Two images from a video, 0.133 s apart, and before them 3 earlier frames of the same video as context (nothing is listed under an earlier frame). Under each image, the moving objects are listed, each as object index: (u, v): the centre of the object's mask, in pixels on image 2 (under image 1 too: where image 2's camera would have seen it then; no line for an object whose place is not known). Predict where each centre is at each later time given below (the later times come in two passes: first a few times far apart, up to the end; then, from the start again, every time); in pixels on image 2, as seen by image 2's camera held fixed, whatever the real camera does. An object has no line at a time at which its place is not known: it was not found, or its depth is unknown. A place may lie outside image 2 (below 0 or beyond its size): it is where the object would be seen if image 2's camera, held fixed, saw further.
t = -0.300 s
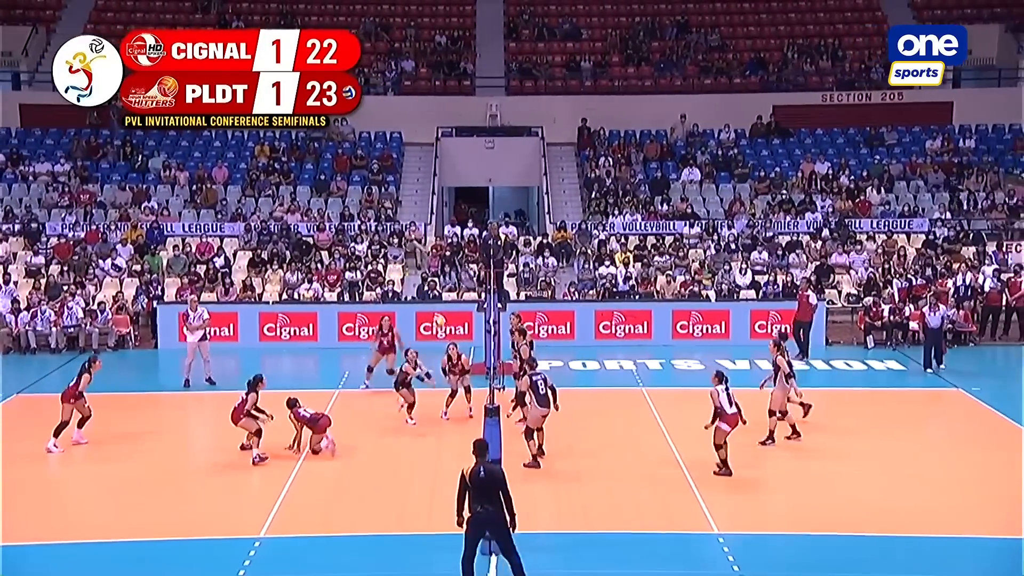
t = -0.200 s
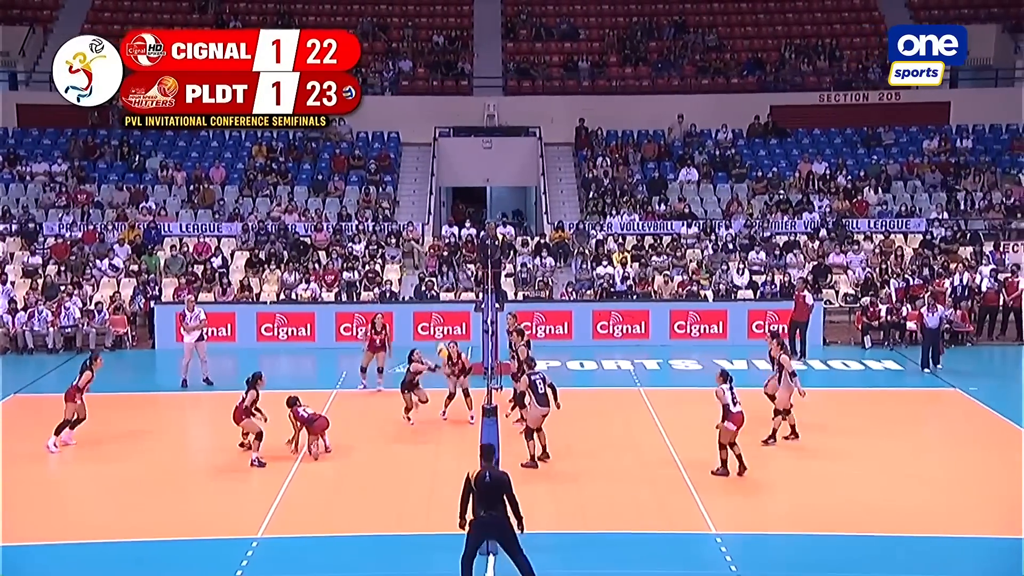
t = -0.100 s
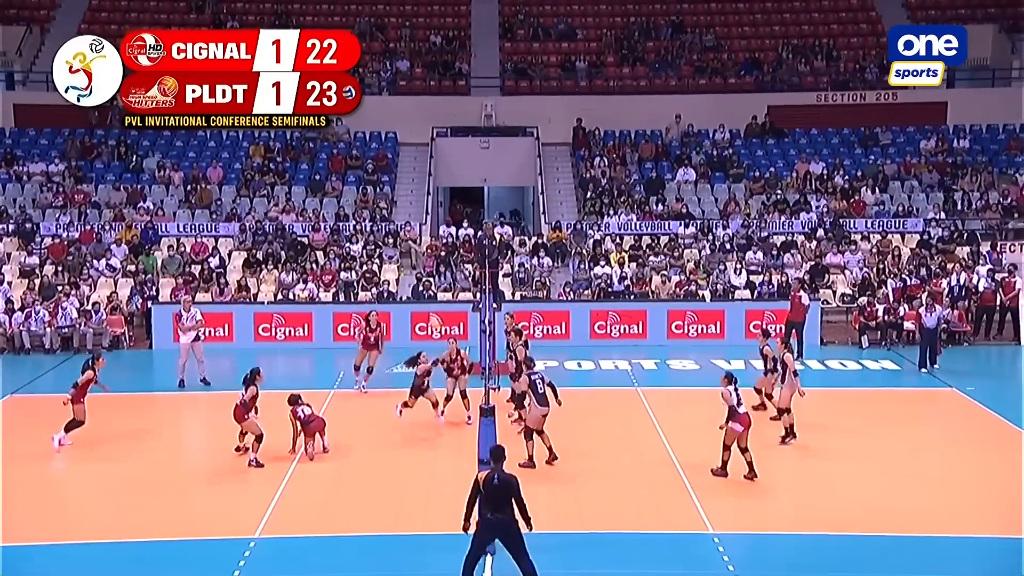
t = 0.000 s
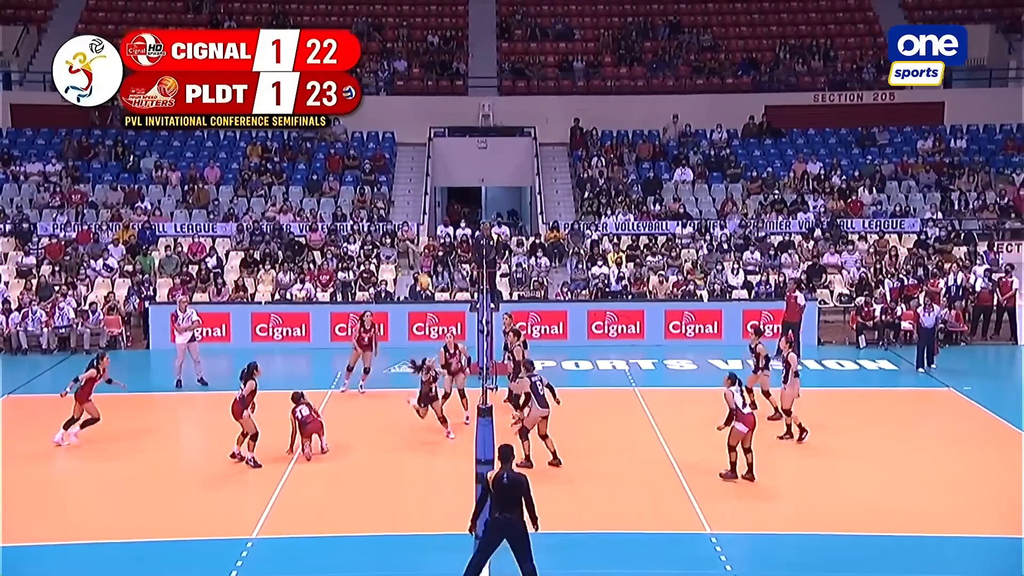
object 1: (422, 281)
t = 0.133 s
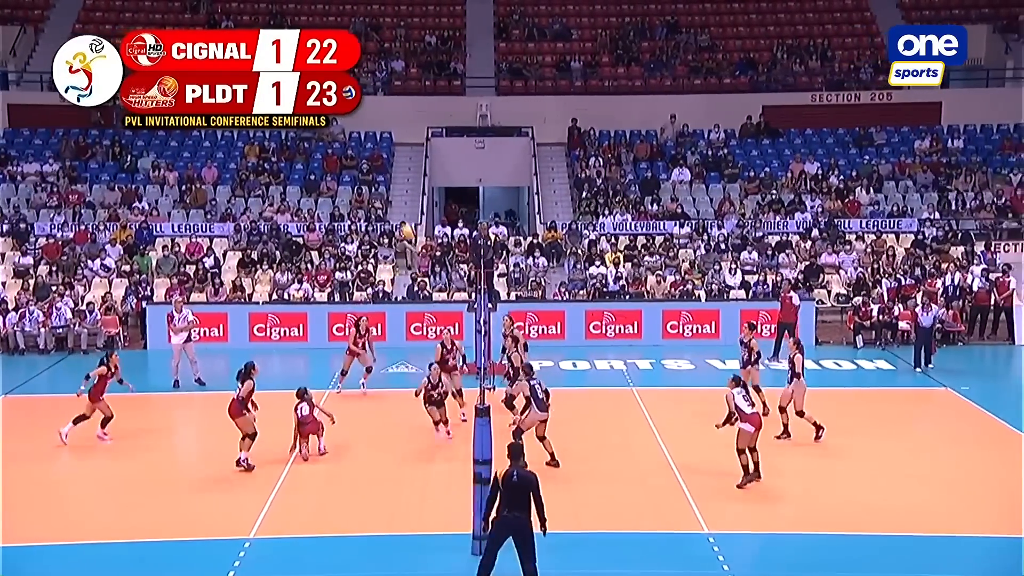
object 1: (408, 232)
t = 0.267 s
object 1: (395, 191)
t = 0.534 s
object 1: (367, 144)
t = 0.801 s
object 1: (339, 138)
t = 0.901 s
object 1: (328, 147)
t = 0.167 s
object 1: (405, 221)
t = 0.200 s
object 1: (402, 210)
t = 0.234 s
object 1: (398, 200)
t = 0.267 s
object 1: (395, 191)
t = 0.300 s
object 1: (391, 183)
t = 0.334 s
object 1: (388, 176)
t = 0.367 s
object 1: (385, 169)
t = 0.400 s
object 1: (381, 162)
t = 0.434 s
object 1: (377, 157)
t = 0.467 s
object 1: (374, 152)
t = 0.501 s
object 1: (370, 147)
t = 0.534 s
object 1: (367, 144)
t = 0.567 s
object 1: (364, 141)
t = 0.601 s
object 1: (360, 138)
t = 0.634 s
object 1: (357, 136)
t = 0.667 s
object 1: (353, 136)
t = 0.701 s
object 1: (349, 135)
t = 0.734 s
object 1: (346, 135)
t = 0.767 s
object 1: (342, 136)
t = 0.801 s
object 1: (339, 138)
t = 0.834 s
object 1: (336, 140)
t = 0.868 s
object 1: (333, 144)
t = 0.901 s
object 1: (328, 147)
